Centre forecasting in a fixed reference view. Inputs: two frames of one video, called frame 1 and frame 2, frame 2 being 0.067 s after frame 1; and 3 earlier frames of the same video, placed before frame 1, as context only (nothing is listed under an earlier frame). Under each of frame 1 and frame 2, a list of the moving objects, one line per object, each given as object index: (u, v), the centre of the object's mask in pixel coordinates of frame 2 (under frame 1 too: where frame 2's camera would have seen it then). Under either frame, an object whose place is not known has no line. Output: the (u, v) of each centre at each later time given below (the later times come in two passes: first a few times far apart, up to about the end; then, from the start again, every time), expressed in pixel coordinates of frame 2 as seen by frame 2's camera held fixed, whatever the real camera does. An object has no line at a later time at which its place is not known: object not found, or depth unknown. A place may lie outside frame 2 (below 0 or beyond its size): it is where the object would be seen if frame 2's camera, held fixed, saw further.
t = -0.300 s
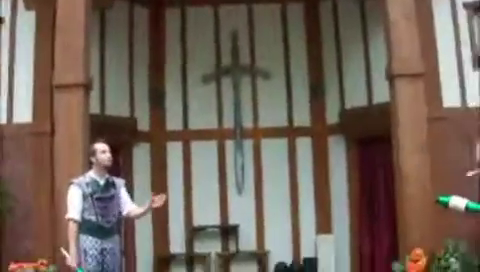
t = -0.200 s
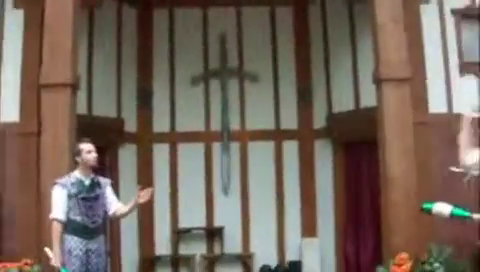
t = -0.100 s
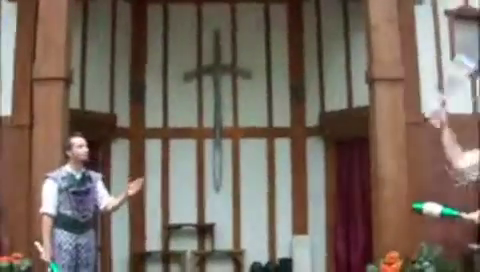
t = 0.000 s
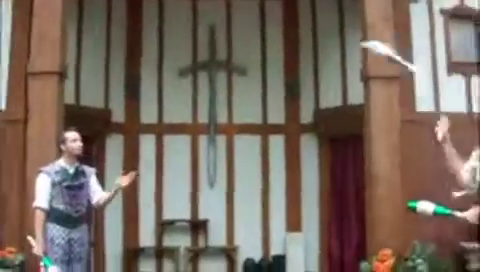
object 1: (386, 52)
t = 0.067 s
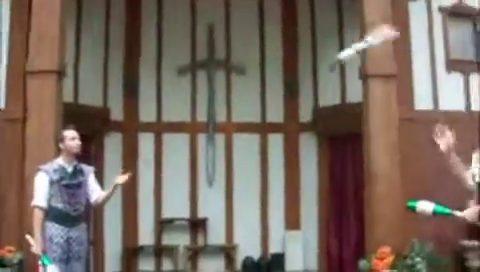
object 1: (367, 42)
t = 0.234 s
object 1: (281, 55)
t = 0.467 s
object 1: (195, 123)
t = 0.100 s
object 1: (347, 39)
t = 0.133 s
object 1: (329, 41)
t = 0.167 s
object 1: (311, 44)
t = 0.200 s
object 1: (294, 48)
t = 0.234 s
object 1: (281, 55)
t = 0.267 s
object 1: (270, 61)
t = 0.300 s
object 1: (260, 63)
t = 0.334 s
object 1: (244, 73)
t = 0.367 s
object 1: (231, 85)
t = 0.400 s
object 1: (217, 96)
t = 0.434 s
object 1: (205, 110)
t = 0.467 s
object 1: (195, 123)
